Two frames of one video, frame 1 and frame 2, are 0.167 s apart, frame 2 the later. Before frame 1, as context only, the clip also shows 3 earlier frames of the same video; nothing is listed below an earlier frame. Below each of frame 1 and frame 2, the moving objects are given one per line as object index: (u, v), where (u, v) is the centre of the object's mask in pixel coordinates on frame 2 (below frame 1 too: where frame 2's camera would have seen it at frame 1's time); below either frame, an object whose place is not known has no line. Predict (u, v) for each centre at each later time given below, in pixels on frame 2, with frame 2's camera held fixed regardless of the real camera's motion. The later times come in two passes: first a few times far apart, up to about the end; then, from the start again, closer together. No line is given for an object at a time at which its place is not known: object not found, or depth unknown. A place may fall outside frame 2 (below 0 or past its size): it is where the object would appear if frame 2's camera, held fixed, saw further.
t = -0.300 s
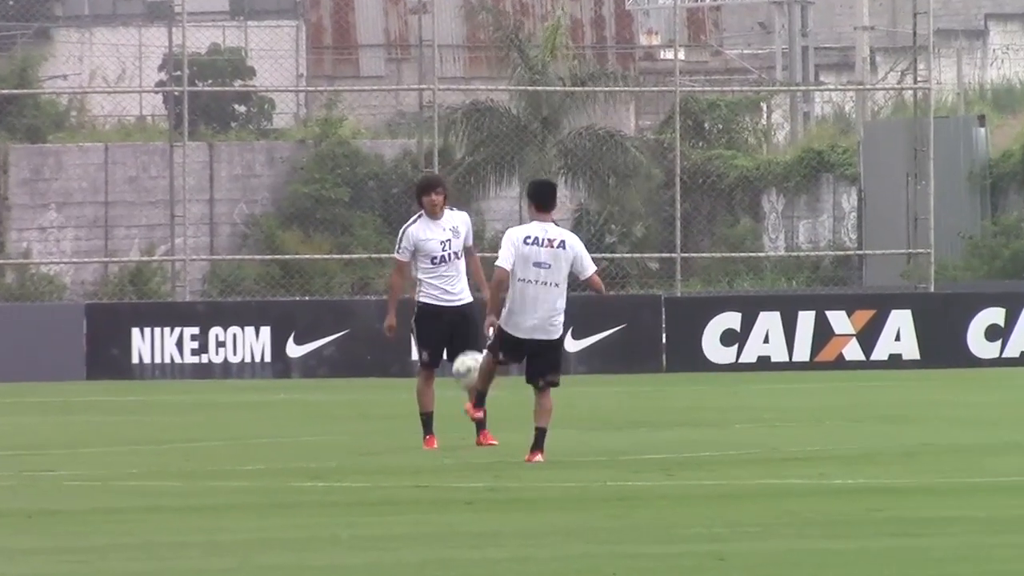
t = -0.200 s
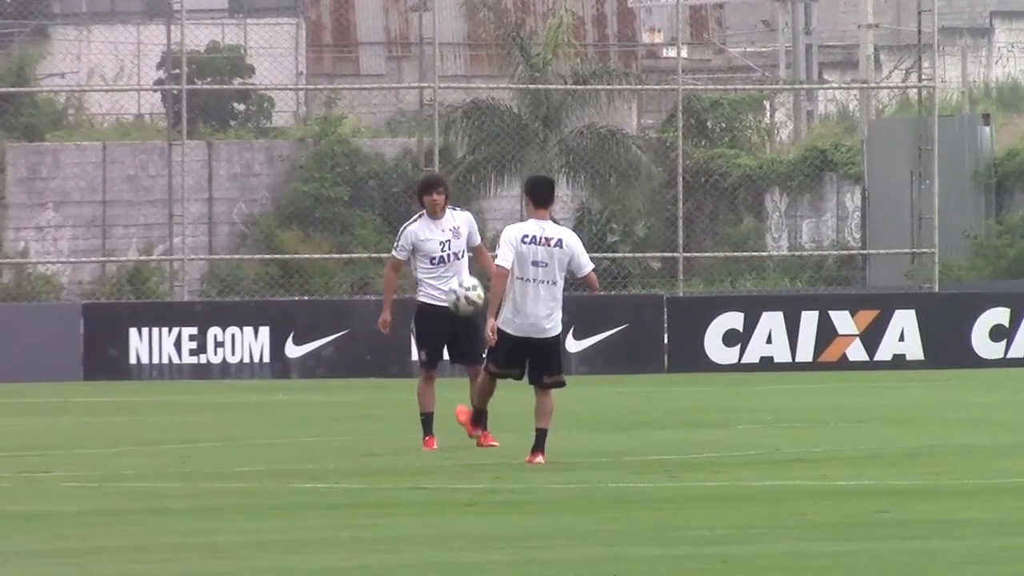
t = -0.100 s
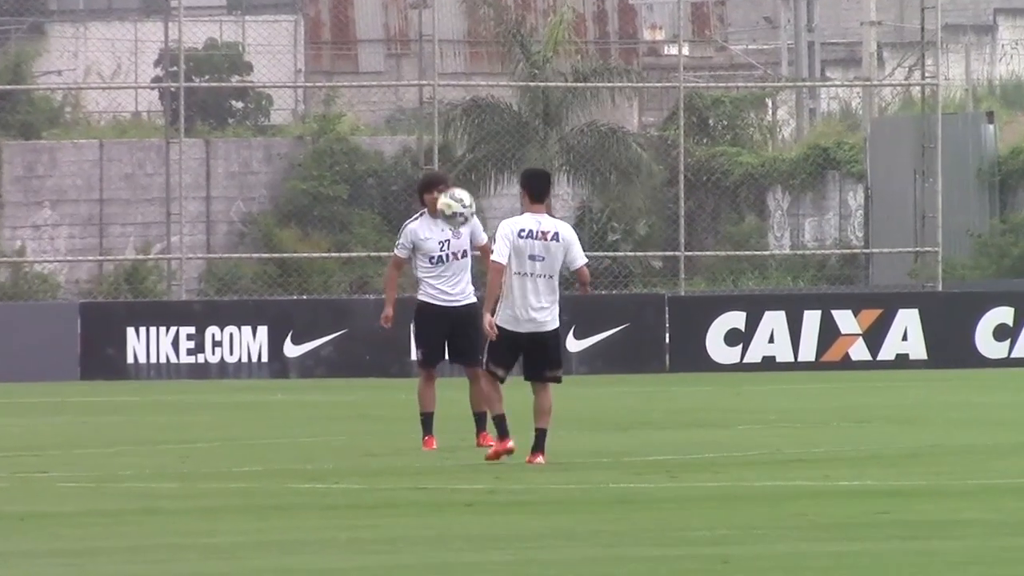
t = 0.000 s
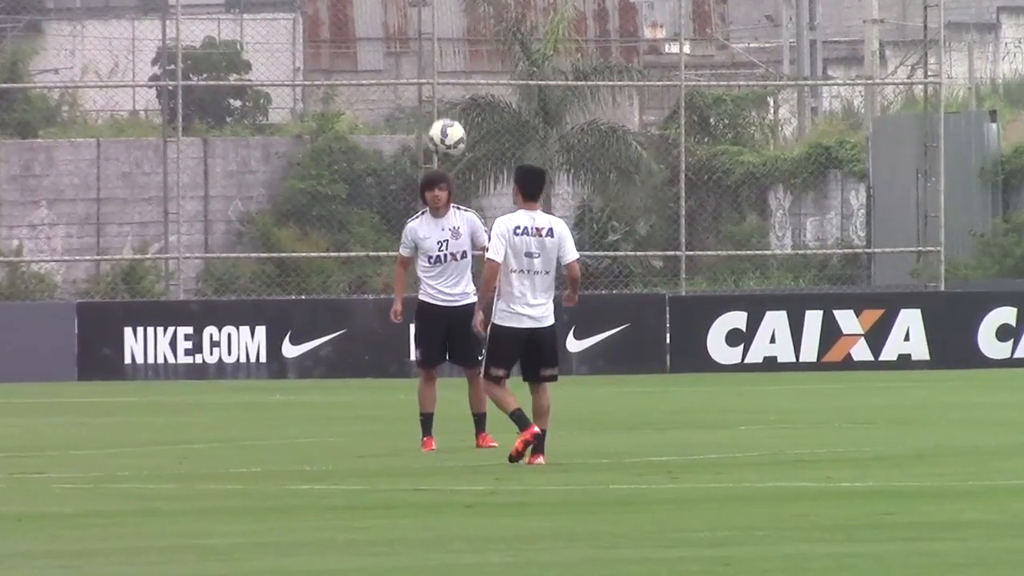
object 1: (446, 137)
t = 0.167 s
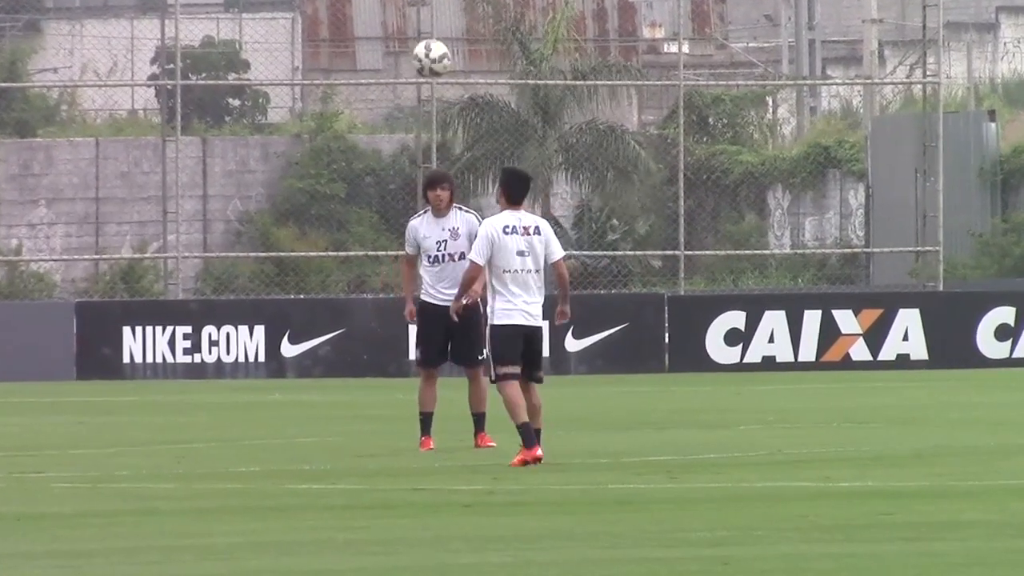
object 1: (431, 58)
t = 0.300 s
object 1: (420, 28)
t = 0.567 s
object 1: (398, 57)
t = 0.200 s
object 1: (428, 48)
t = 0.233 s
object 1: (425, 39)
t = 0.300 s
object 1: (420, 28)
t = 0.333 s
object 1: (417, 25)
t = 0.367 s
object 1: (414, 23)
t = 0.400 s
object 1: (411, 24)
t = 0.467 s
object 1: (406, 32)
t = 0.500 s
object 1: (404, 39)
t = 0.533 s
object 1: (401, 47)
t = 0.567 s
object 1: (398, 57)
